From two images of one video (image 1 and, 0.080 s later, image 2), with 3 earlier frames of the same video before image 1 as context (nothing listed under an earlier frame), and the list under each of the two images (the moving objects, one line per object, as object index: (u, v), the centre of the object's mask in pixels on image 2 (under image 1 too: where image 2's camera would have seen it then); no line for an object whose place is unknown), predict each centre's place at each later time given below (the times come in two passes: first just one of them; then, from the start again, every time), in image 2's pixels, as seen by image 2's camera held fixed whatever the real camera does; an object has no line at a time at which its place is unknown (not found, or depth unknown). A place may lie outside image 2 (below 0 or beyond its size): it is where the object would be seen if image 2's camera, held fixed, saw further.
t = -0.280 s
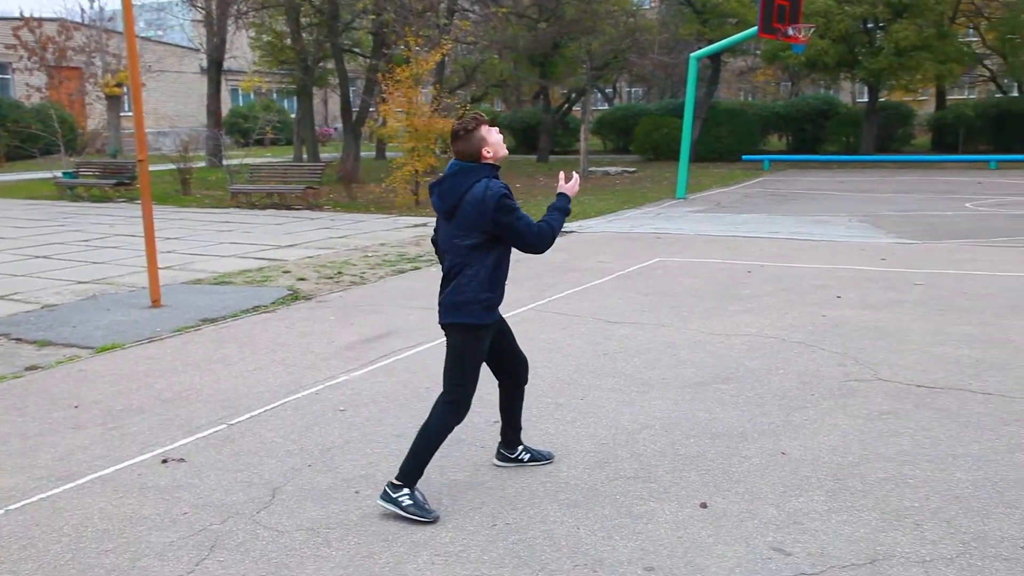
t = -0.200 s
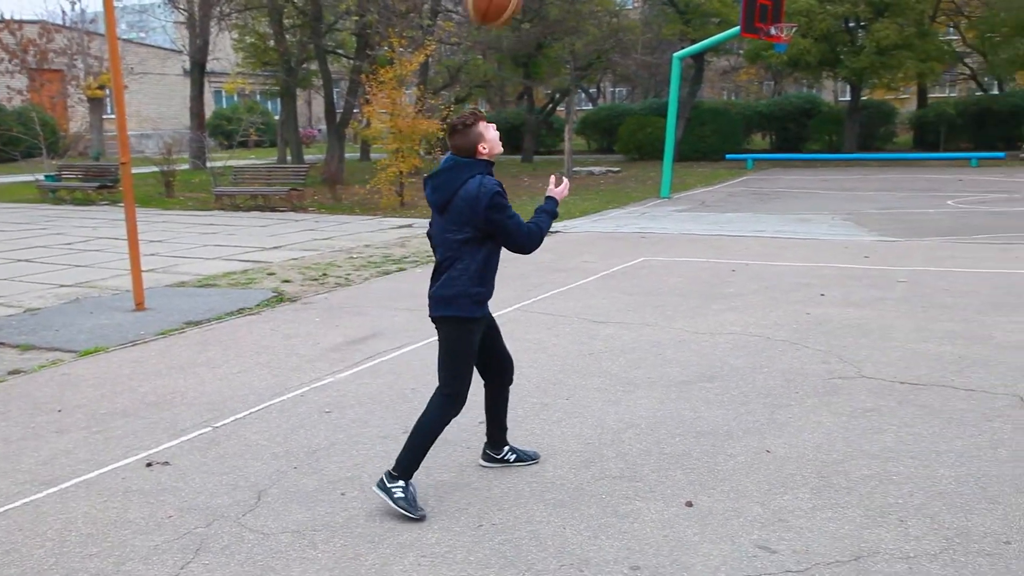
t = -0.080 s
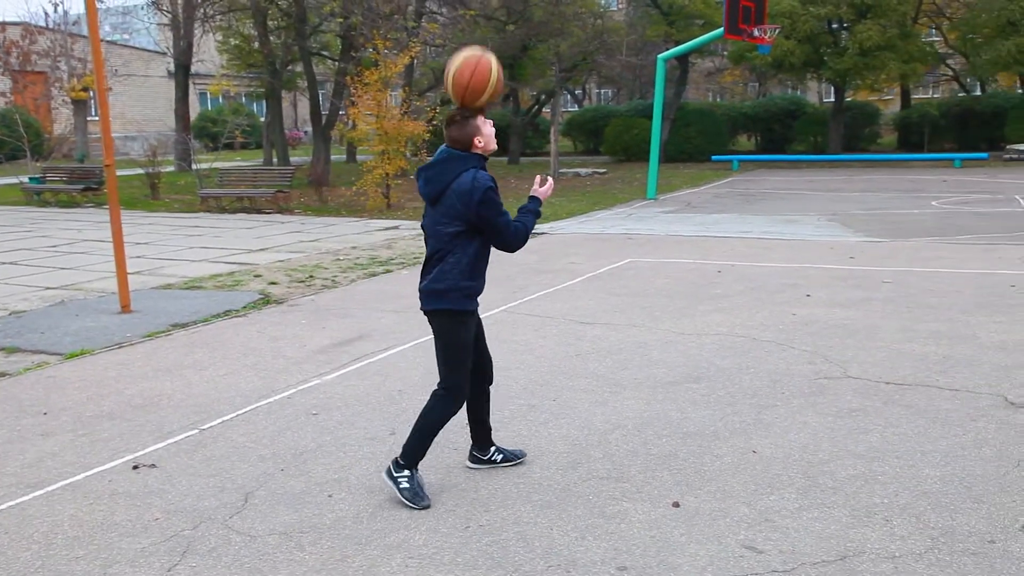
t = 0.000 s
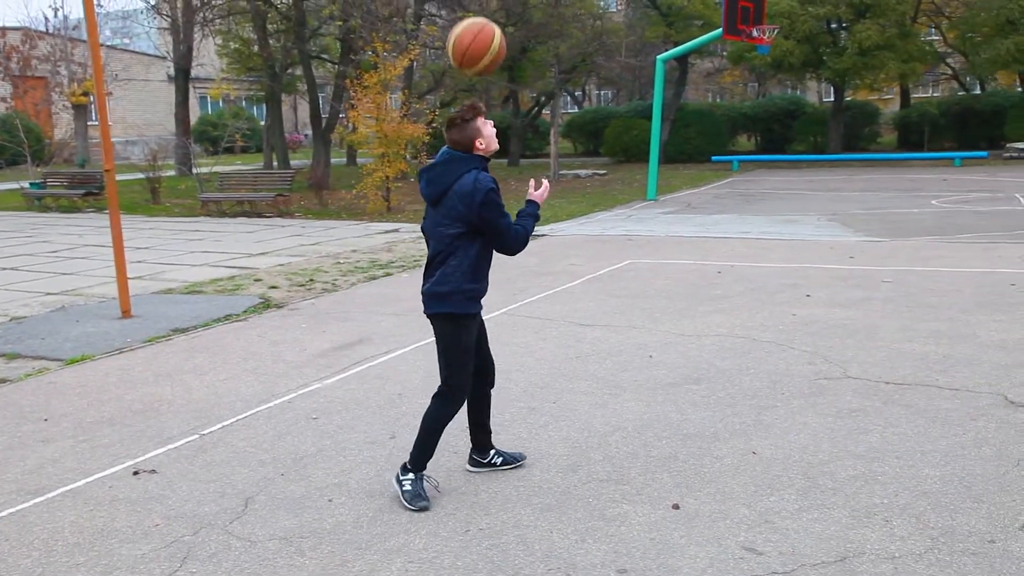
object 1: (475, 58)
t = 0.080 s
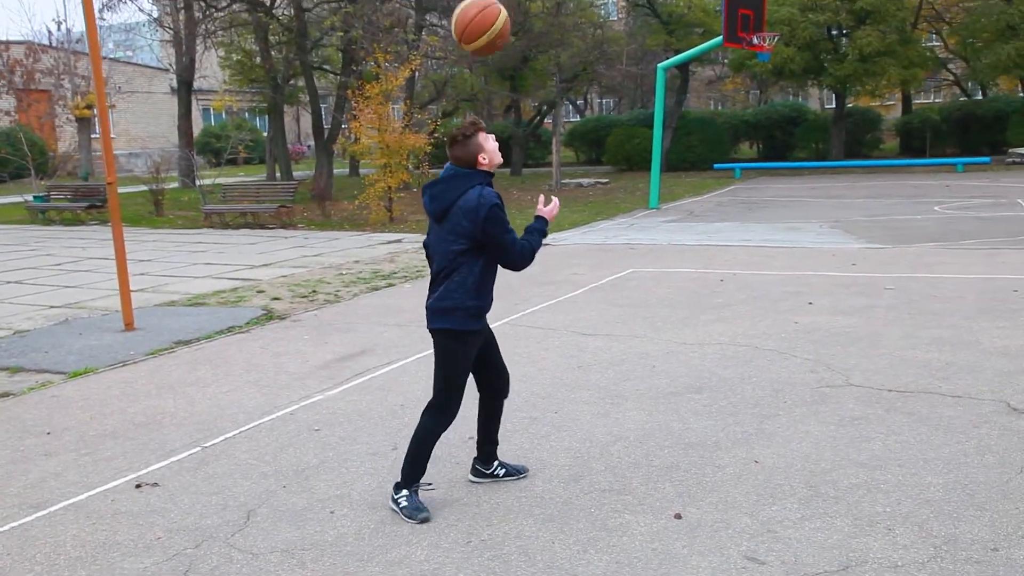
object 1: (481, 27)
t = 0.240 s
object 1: (492, 11)
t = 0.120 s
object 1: (484, 18)
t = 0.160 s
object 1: (486, 13)
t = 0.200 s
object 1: (489, 11)
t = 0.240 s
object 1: (492, 11)
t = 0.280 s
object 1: (496, 16)
